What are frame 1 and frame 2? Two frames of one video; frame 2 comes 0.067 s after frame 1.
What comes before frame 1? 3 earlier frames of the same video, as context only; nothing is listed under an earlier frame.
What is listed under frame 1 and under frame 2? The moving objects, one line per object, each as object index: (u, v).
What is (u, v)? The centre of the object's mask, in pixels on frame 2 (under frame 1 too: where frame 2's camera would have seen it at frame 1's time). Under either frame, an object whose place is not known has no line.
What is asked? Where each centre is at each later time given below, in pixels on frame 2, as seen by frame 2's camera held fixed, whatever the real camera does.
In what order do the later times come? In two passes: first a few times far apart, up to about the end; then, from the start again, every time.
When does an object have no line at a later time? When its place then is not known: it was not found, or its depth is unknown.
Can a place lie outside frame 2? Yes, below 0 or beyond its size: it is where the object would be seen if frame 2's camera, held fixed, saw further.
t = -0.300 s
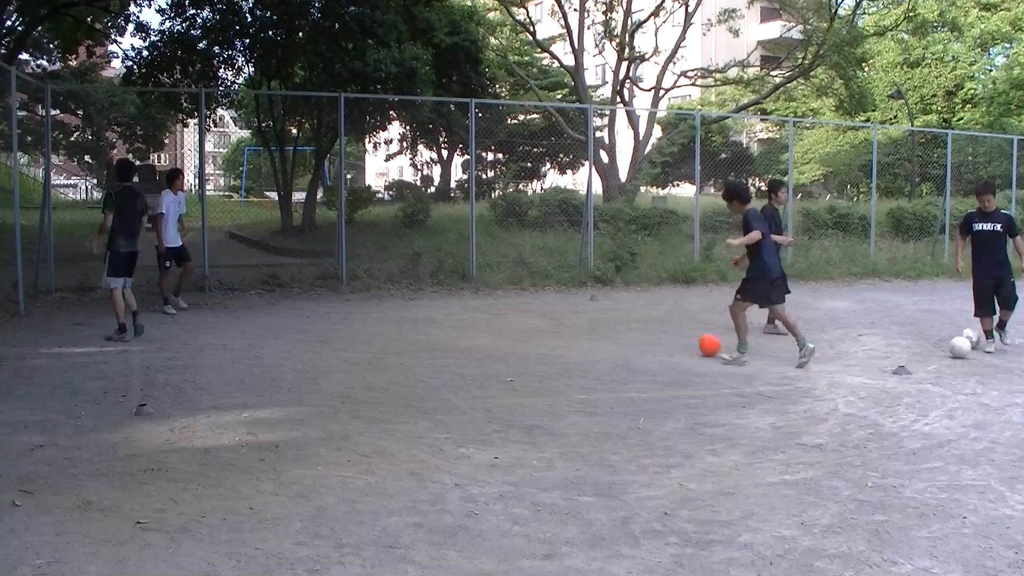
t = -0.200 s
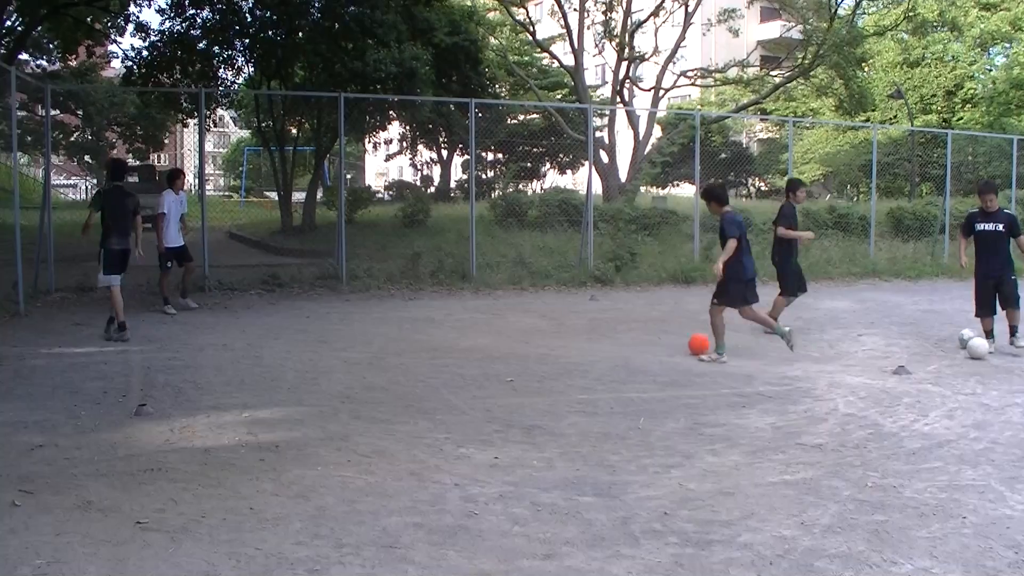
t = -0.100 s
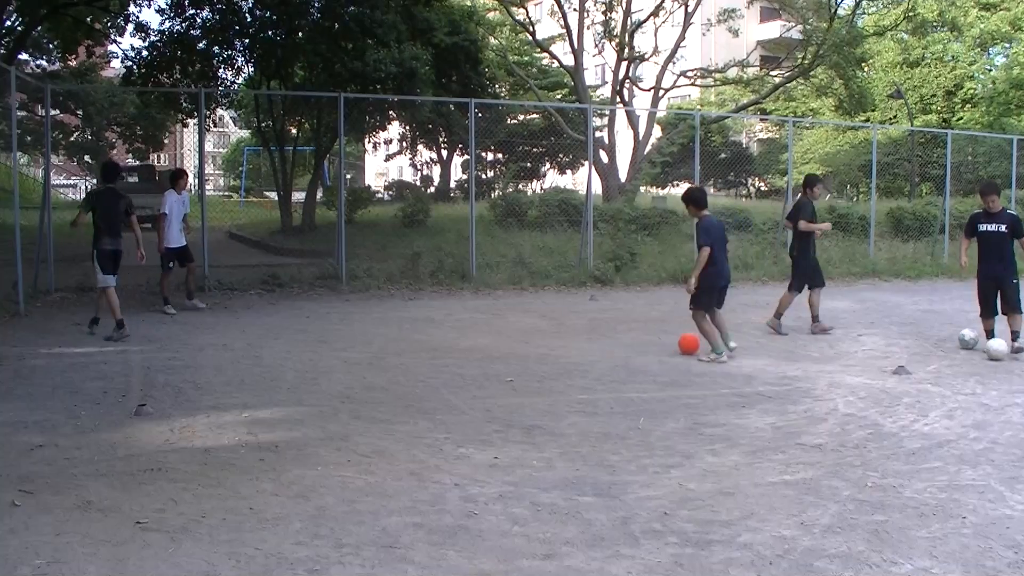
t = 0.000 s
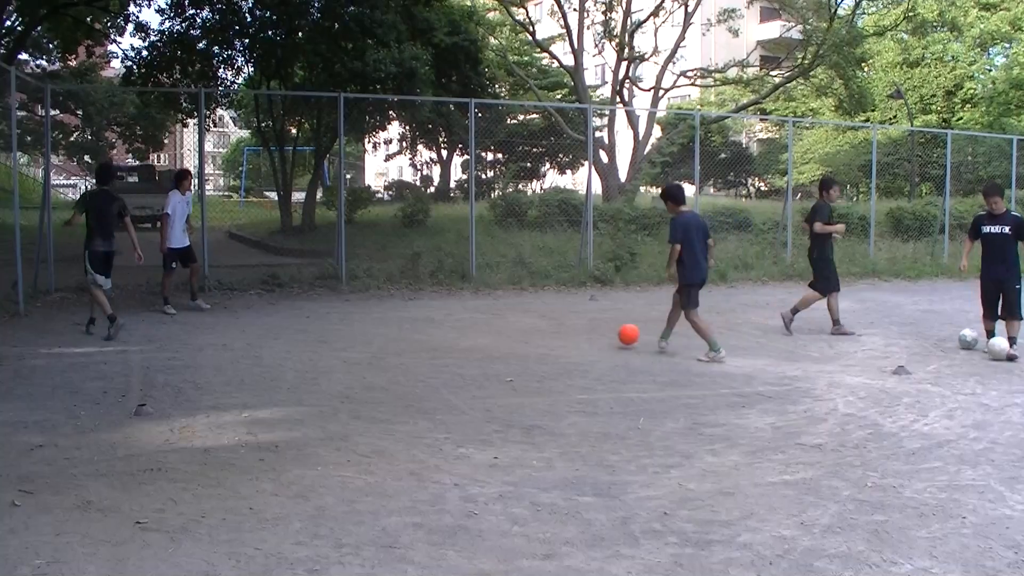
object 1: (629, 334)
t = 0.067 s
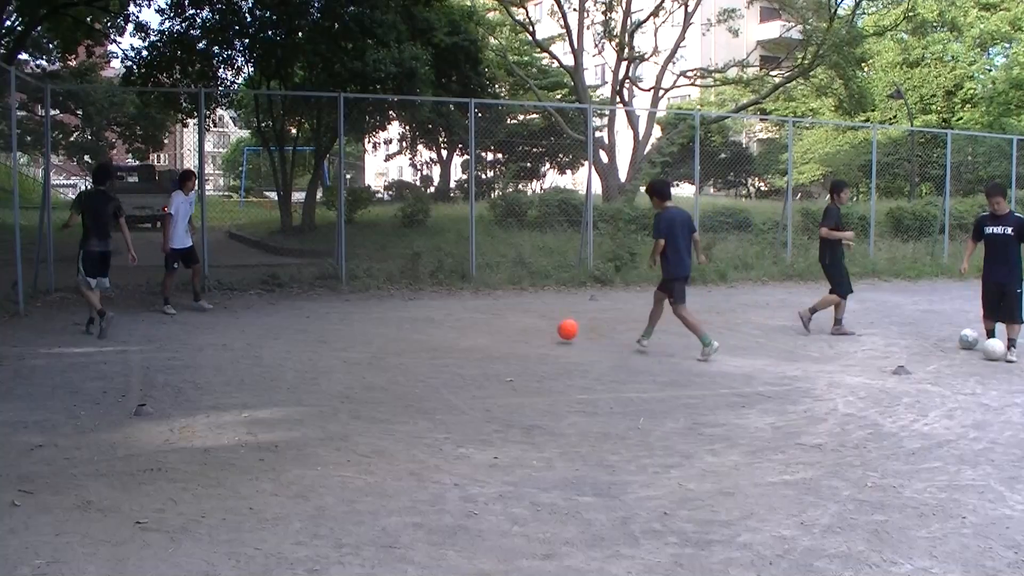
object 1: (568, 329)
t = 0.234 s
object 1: (439, 322)
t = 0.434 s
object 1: (324, 312)
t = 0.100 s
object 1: (539, 329)
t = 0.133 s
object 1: (510, 329)
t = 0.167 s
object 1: (484, 328)
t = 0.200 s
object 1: (460, 325)
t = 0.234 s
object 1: (439, 322)
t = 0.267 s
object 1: (417, 321)
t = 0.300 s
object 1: (395, 321)
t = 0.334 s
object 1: (375, 320)
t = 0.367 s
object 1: (358, 317)
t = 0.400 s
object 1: (341, 314)
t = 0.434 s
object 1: (324, 312)
